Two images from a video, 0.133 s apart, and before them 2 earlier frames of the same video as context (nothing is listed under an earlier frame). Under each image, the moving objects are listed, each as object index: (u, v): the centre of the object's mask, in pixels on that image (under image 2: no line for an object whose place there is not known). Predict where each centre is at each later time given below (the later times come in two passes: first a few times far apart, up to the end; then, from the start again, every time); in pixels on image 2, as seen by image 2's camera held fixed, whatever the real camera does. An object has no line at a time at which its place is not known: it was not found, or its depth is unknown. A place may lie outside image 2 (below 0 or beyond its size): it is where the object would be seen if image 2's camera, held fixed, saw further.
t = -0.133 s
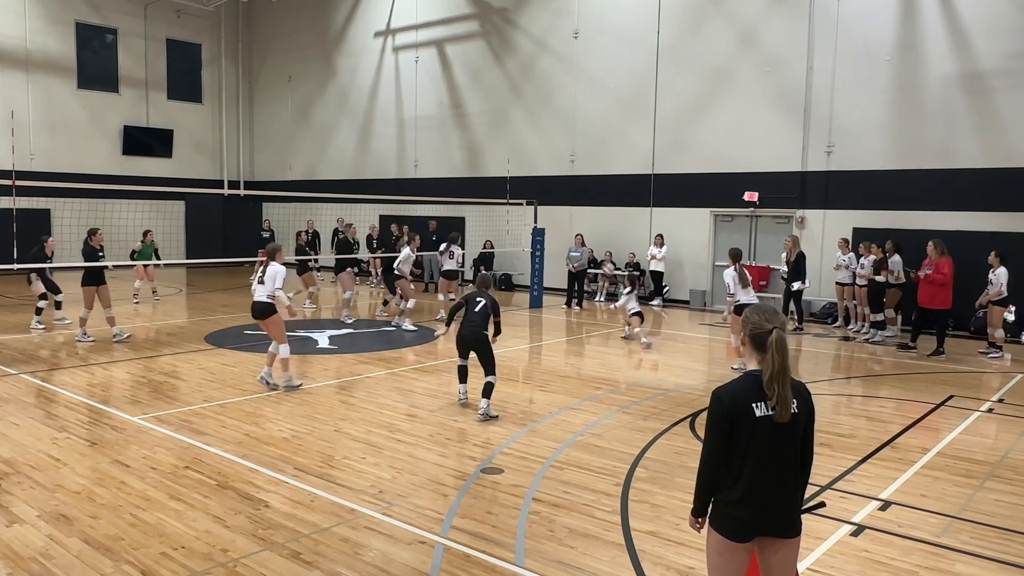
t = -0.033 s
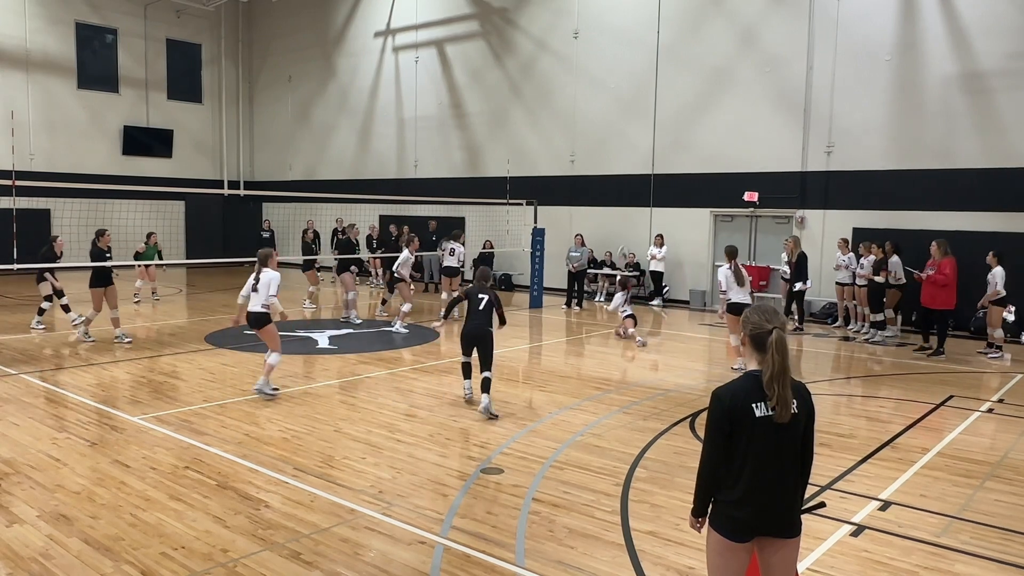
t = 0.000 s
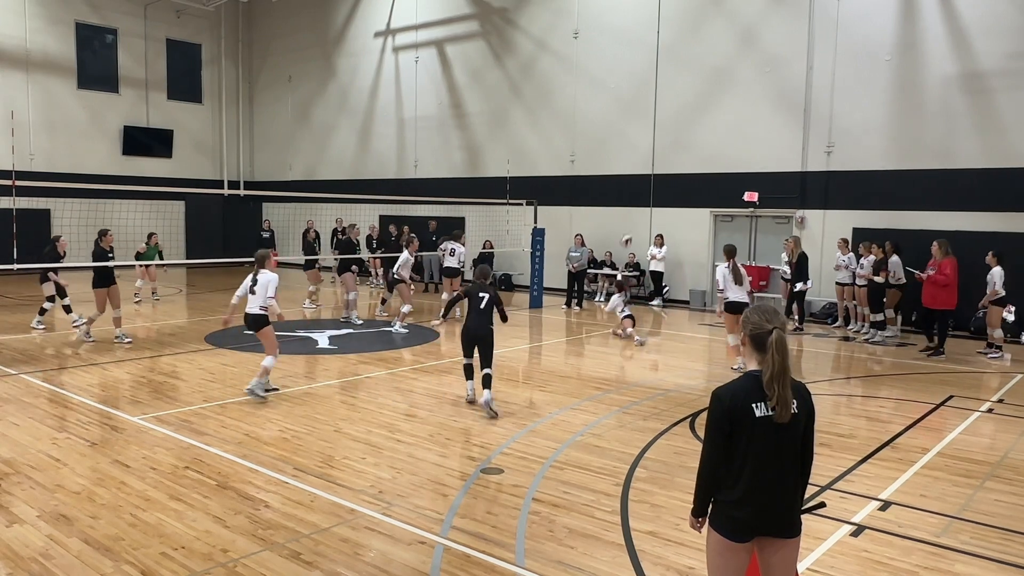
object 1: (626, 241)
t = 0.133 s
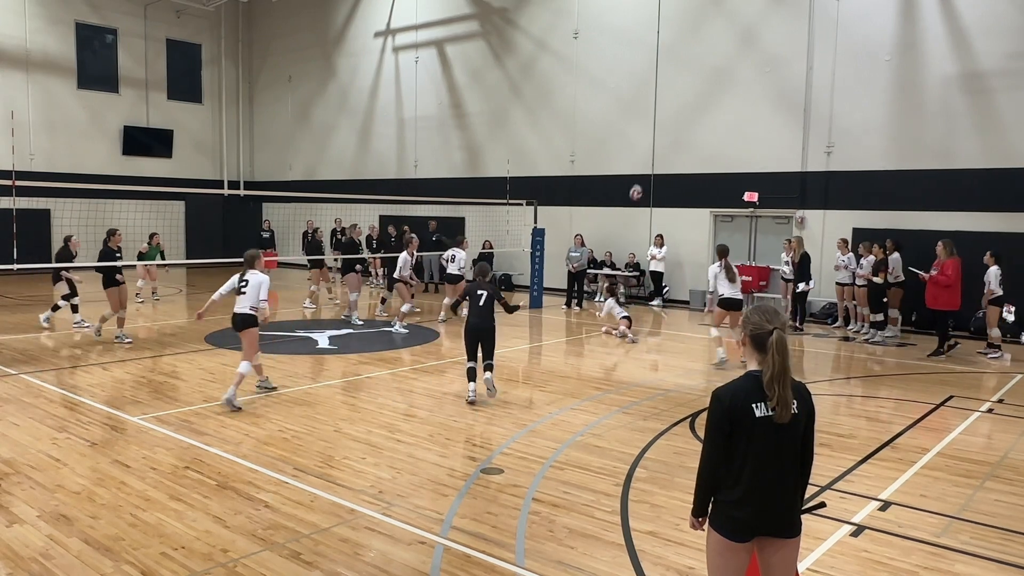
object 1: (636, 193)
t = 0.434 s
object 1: (658, 122)
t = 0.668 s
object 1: (674, 104)
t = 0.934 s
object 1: (692, 124)
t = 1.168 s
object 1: (705, 178)
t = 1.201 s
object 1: (707, 187)
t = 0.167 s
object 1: (638, 182)
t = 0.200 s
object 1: (641, 173)
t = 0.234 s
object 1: (643, 164)
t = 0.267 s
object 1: (646, 155)
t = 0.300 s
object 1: (648, 147)
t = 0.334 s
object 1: (651, 140)
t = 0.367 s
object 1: (653, 133)
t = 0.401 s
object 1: (655, 127)
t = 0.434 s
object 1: (658, 122)
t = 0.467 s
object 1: (660, 117)
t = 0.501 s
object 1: (663, 113)
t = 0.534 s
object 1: (665, 110)
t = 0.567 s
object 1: (667, 108)
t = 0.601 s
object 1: (670, 106)
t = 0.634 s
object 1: (672, 105)
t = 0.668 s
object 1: (674, 104)
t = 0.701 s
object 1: (677, 104)
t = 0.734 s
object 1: (679, 105)
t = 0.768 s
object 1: (681, 107)
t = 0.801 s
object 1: (683, 109)
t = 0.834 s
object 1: (686, 112)
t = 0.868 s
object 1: (688, 115)
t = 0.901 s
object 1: (690, 119)
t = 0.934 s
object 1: (692, 124)
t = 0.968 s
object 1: (694, 131)
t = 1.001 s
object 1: (696, 135)
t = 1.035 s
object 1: (698, 143)
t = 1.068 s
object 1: (700, 150)
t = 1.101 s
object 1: (702, 159)
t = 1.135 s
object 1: (704, 168)
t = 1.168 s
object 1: (705, 178)
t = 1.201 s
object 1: (707, 187)
